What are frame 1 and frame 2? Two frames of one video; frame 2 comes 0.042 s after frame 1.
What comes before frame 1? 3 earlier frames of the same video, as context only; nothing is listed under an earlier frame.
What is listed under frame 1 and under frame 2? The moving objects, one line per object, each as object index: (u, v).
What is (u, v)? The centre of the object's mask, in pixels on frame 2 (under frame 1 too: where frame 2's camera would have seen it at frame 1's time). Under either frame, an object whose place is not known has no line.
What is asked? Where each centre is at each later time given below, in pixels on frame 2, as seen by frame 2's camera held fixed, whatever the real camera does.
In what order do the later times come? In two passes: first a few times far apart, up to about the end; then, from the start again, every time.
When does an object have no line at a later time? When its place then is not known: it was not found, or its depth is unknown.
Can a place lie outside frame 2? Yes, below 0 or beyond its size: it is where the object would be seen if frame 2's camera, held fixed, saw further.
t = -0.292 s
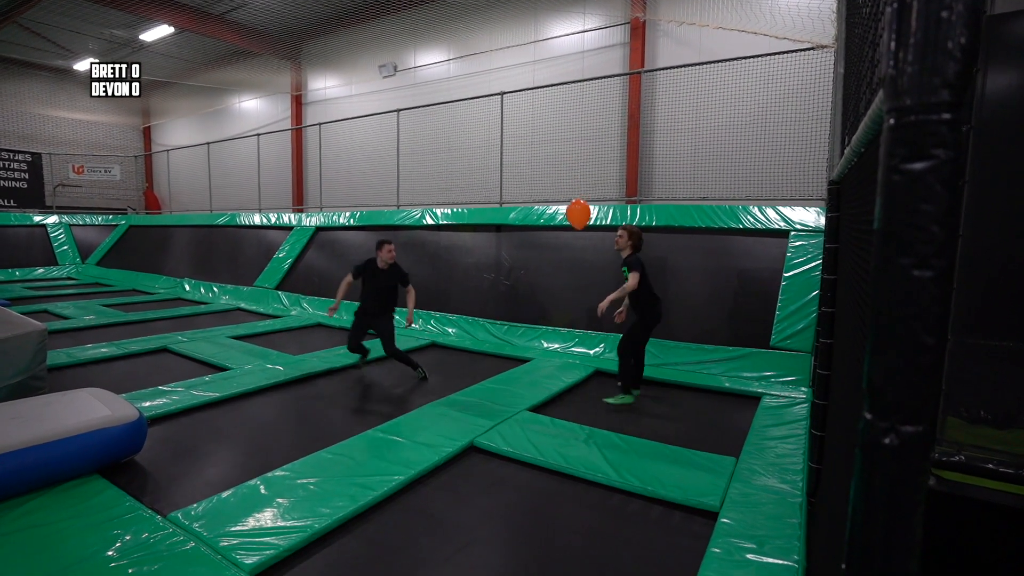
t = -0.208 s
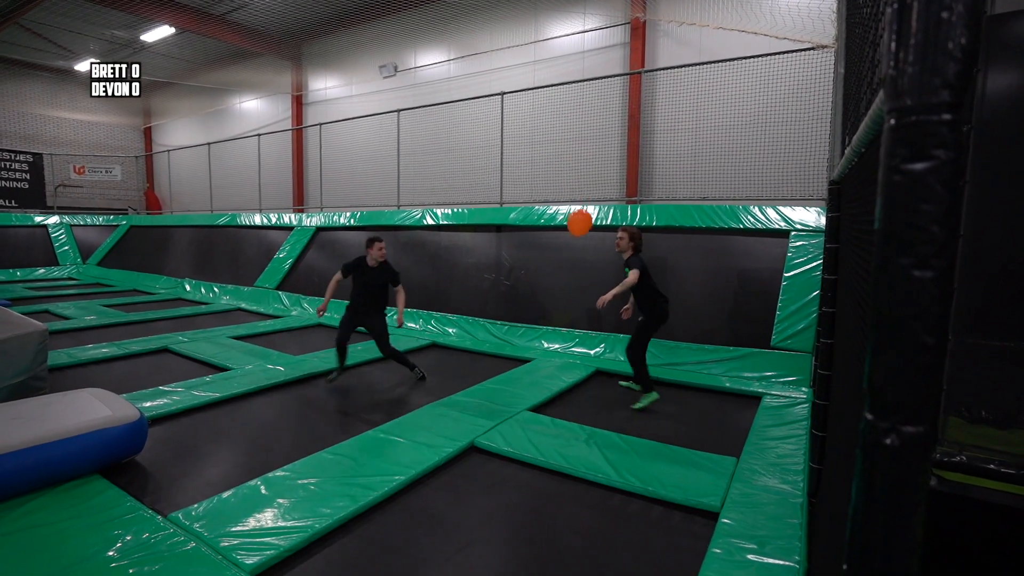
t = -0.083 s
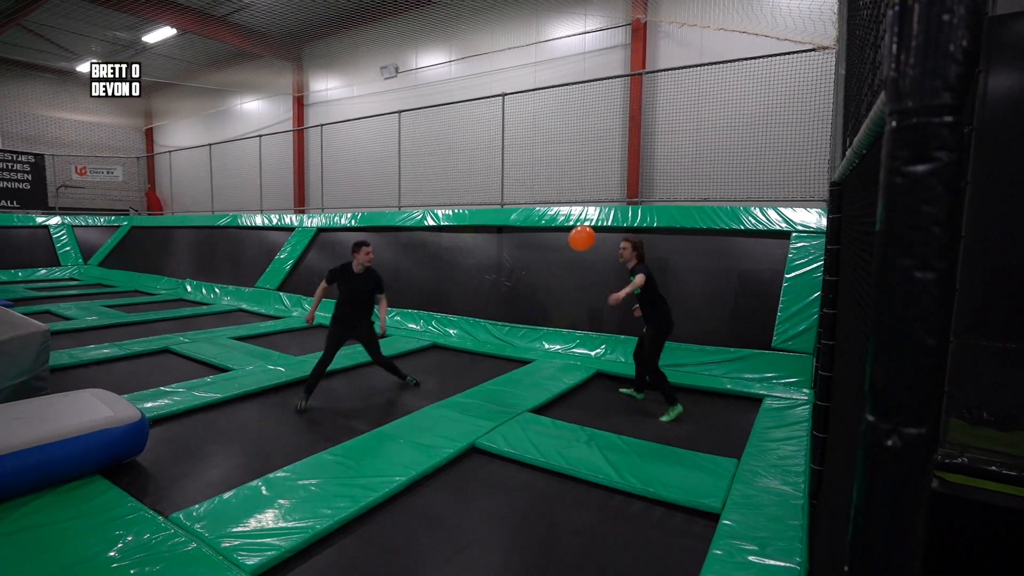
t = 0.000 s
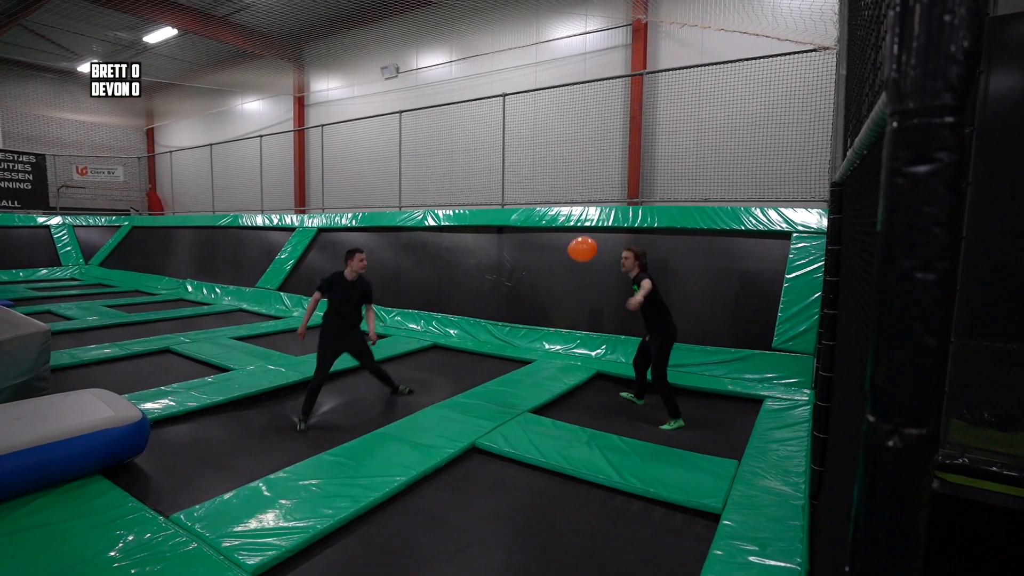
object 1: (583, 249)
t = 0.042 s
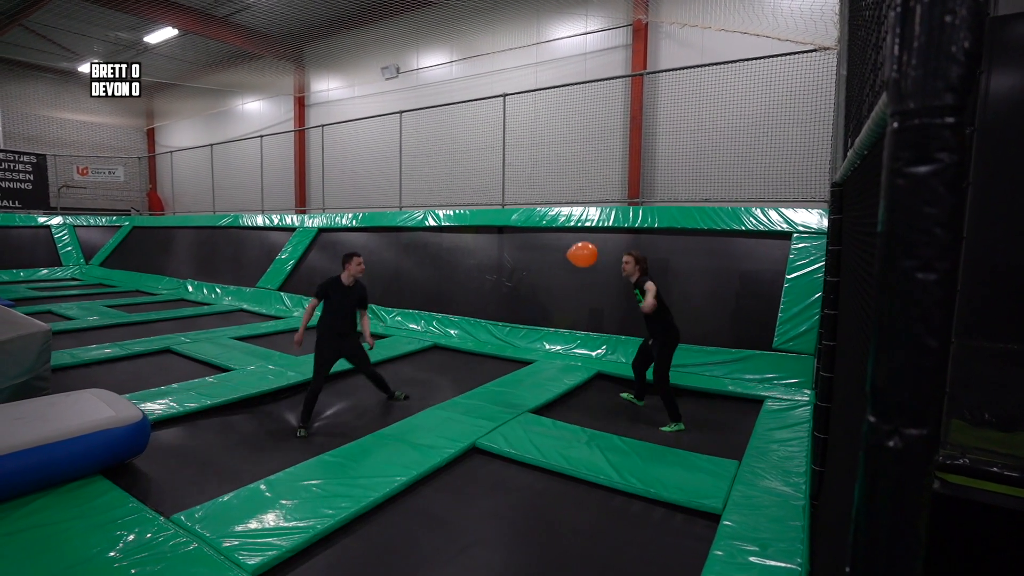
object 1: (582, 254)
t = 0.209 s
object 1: (583, 273)
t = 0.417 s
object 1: (584, 288)
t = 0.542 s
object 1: (584, 296)
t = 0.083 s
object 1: (583, 259)
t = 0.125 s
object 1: (582, 264)
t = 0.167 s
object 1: (583, 268)
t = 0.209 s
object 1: (583, 273)
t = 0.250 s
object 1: (583, 276)
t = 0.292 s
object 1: (583, 280)
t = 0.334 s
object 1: (583, 283)
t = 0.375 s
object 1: (584, 285)
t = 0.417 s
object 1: (584, 288)
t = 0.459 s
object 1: (584, 291)
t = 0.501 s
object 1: (584, 293)
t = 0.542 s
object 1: (584, 296)
